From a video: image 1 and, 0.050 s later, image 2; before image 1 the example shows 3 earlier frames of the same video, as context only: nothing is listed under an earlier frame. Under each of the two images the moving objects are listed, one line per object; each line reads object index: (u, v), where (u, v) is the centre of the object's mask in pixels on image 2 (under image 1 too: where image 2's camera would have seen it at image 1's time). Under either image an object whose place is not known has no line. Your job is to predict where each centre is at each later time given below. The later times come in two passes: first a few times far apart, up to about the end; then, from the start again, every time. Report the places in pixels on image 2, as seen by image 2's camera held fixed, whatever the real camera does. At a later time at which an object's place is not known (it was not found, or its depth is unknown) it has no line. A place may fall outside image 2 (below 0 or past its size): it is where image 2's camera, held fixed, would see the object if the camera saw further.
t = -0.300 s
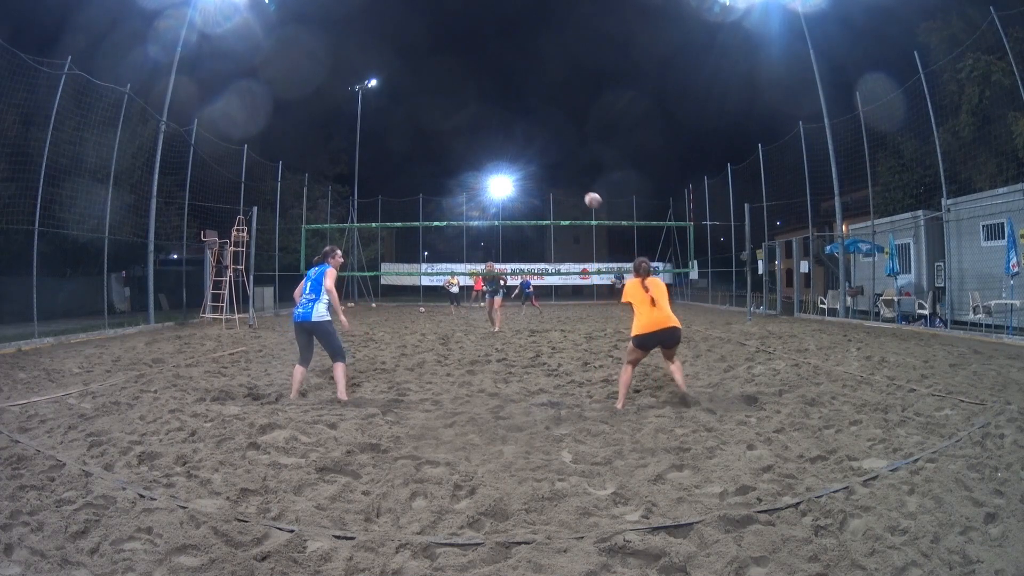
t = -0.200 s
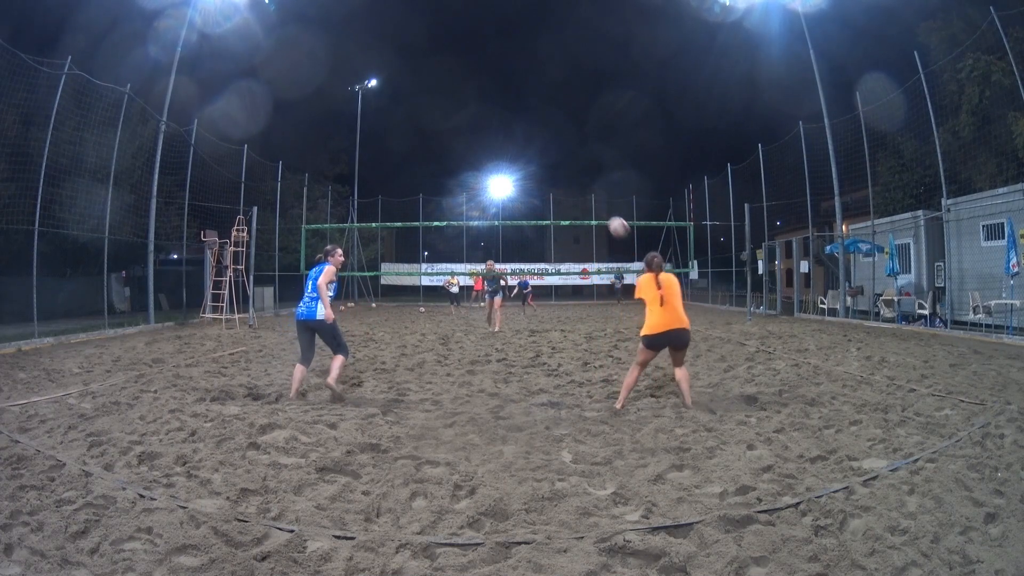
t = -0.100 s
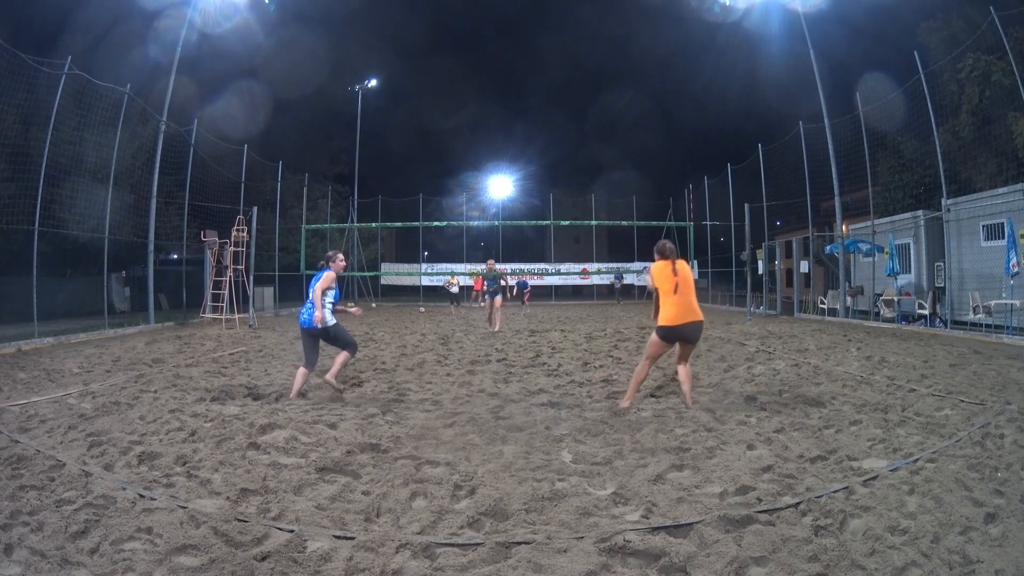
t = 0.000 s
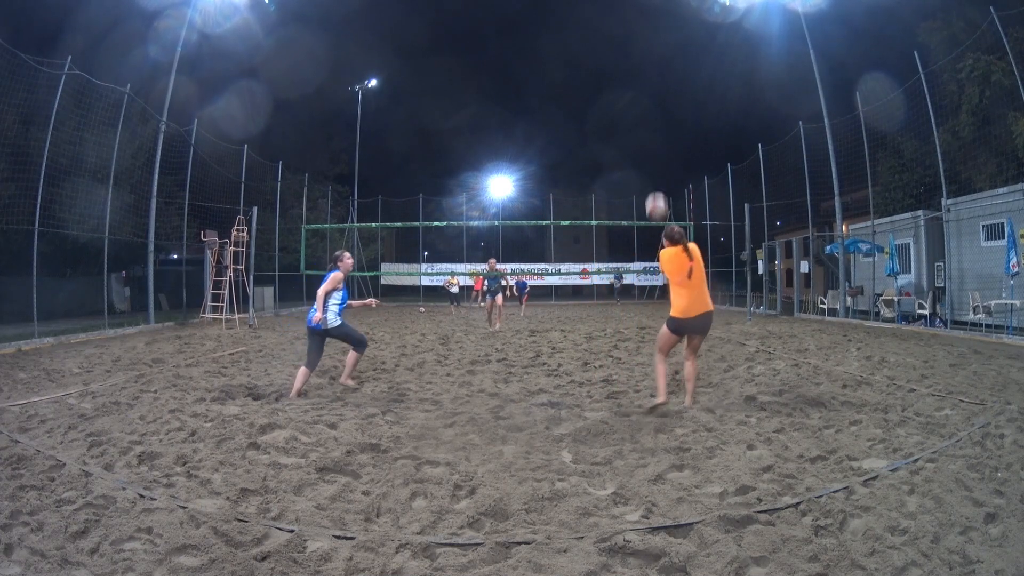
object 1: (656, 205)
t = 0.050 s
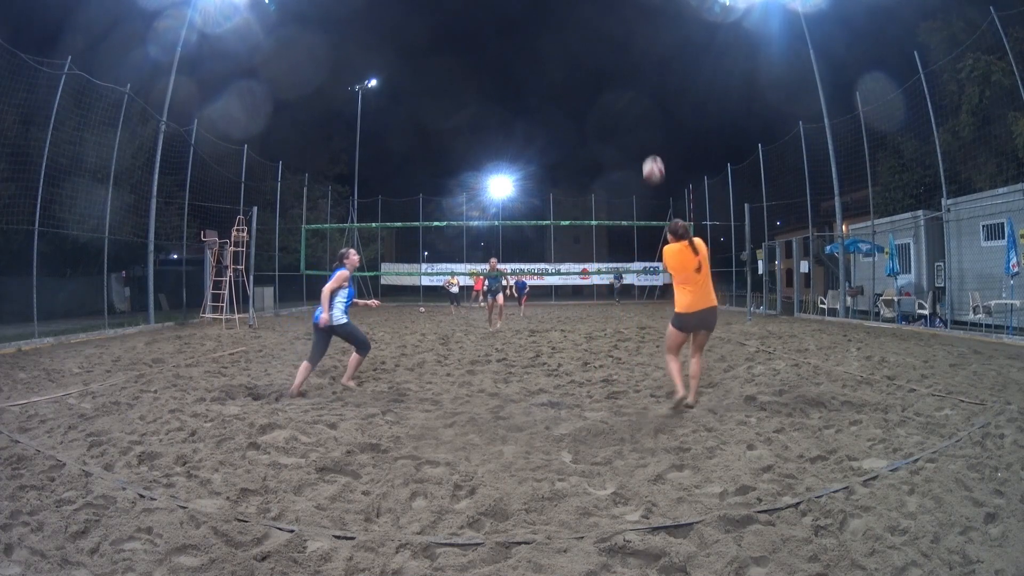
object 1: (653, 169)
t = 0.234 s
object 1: (641, 74)
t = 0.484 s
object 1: (629, 17)
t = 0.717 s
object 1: (622, 6)
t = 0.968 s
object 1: (620, 24)
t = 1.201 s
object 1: (621, 68)
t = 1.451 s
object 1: (623, 147)
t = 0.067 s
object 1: (652, 158)
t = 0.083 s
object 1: (651, 147)
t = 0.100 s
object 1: (650, 137)
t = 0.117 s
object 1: (649, 128)
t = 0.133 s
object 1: (648, 119)
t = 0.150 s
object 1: (646, 110)
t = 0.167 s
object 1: (645, 102)
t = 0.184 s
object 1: (644, 94)
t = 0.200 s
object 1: (643, 87)
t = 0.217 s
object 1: (642, 81)
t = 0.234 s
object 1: (641, 74)
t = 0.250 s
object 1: (640, 68)
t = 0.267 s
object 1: (639, 63)
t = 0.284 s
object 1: (638, 58)
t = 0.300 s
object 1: (637, 53)
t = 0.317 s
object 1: (637, 48)
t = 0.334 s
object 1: (636, 44)
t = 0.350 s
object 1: (635, 40)
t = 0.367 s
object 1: (634, 36)
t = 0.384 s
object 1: (633, 33)
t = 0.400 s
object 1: (632, 30)
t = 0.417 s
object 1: (632, 27)
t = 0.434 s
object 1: (631, 24)
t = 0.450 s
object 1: (630, 22)
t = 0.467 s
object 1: (629, 19)
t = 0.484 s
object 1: (629, 17)
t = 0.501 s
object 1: (628, 15)
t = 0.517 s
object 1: (627, 14)
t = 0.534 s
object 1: (627, 12)
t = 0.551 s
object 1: (626, 11)
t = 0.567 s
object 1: (626, 10)
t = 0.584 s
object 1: (625, 8)
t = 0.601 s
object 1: (625, 7)
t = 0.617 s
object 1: (624, 7)
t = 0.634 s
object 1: (624, 6)
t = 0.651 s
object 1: (624, 6)
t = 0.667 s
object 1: (623, 6)
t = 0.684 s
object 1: (623, 6)
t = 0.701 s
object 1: (623, 6)
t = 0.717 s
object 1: (622, 6)
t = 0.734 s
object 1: (622, 6)
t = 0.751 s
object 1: (622, 6)
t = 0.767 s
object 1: (622, 7)
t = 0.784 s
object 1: (621, 7)
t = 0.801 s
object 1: (621, 8)
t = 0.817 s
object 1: (621, 9)
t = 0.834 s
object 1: (621, 10)
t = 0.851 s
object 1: (621, 12)
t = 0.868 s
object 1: (620, 13)
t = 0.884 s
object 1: (620, 14)
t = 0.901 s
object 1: (620, 16)
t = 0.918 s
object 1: (620, 18)
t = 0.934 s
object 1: (620, 20)
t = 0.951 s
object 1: (620, 22)
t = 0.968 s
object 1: (620, 24)
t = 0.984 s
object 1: (620, 26)
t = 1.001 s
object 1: (620, 29)
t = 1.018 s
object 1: (620, 31)
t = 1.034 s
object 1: (620, 34)
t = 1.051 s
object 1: (620, 37)
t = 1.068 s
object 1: (620, 40)
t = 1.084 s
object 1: (620, 43)
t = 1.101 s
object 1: (620, 46)
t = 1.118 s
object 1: (620, 49)
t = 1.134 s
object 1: (621, 53)
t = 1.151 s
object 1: (621, 57)
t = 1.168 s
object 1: (621, 60)
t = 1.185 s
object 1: (621, 64)
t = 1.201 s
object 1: (621, 68)
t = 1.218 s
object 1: (621, 73)
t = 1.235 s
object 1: (621, 77)
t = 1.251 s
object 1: (622, 82)
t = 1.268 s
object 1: (622, 86)
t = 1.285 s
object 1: (622, 91)
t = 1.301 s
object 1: (622, 96)
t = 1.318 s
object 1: (622, 101)
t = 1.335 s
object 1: (622, 107)
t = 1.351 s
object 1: (622, 112)
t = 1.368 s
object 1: (623, 118)
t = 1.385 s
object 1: (623, 123)
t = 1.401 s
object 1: (623, 129)
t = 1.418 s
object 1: (623, 135)
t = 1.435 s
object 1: (623, 141)
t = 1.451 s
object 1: (623, 147)
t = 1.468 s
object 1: (623, 154)
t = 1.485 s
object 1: (624, 160)
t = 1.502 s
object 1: (624, 167)
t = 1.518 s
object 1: (624, 175)
